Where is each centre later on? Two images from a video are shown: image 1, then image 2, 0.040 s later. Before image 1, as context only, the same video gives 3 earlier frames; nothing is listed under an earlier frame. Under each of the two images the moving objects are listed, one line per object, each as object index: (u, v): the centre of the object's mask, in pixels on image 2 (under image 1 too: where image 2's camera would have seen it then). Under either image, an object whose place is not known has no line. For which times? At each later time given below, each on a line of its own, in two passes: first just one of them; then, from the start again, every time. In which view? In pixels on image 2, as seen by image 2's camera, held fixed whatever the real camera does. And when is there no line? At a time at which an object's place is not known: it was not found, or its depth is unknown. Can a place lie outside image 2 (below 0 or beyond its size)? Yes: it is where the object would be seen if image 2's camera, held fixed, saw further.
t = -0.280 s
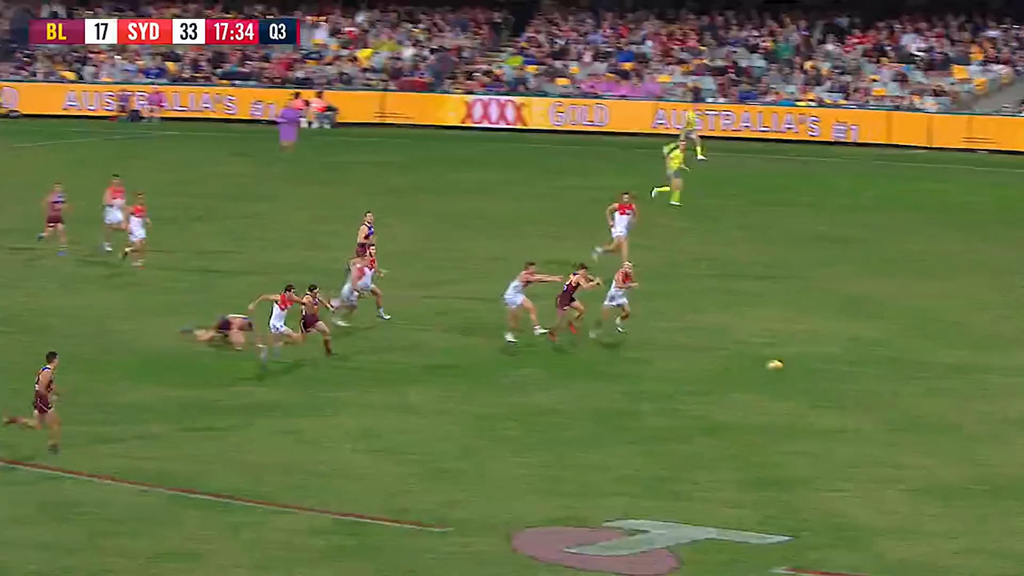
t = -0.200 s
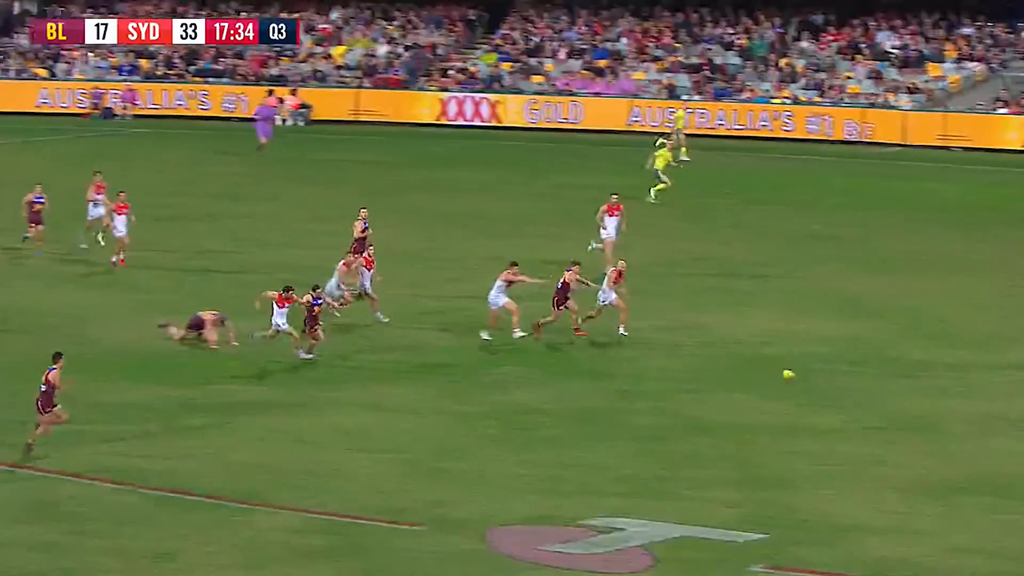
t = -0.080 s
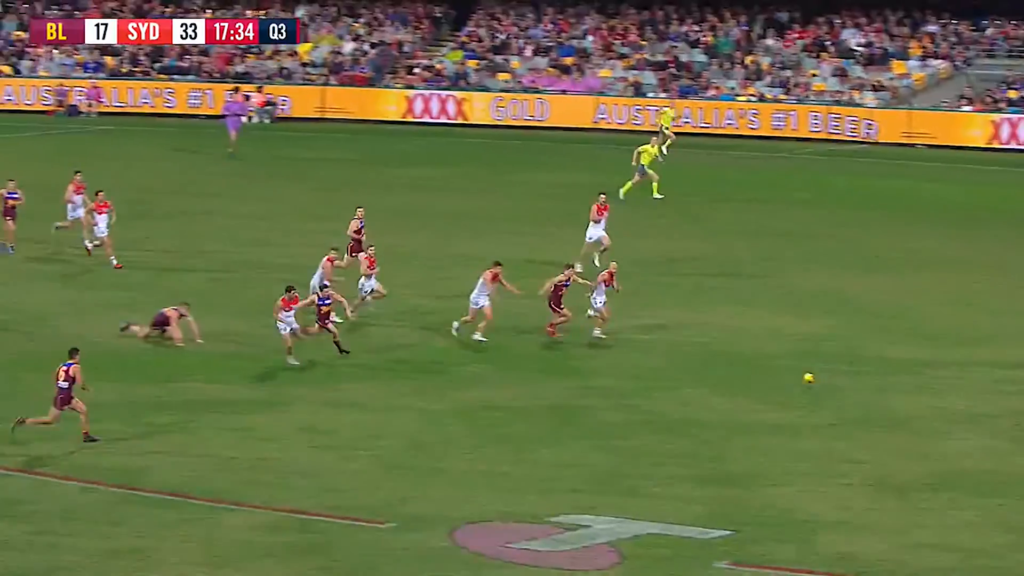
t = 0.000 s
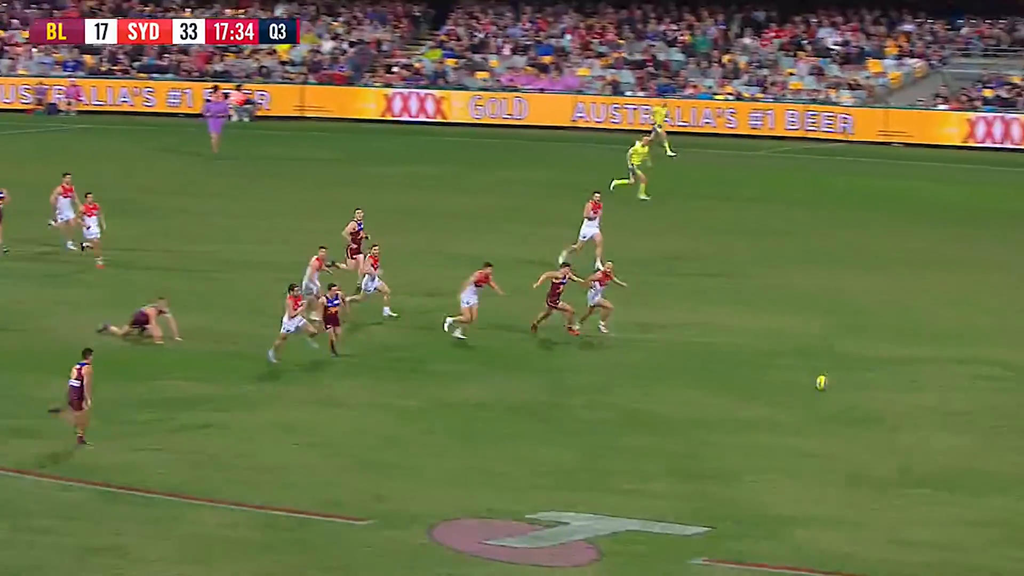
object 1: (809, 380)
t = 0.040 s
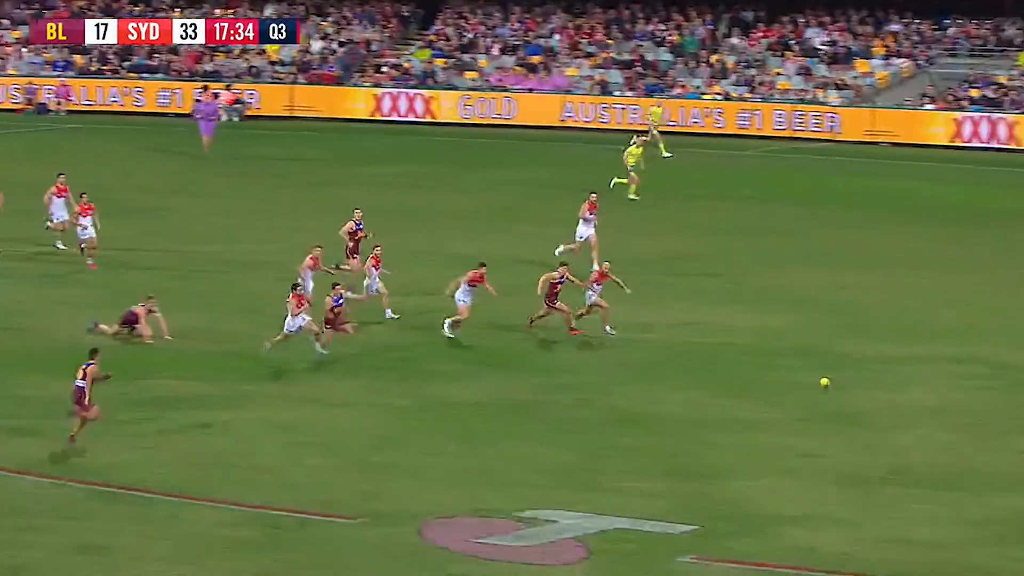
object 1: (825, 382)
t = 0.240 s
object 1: (902, 395)
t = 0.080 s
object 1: (841, 385)
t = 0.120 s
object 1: (856, 389)
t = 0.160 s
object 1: (873, 392)
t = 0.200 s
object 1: (888, 396)
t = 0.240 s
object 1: (902, 395)
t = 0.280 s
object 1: (916, 393)
